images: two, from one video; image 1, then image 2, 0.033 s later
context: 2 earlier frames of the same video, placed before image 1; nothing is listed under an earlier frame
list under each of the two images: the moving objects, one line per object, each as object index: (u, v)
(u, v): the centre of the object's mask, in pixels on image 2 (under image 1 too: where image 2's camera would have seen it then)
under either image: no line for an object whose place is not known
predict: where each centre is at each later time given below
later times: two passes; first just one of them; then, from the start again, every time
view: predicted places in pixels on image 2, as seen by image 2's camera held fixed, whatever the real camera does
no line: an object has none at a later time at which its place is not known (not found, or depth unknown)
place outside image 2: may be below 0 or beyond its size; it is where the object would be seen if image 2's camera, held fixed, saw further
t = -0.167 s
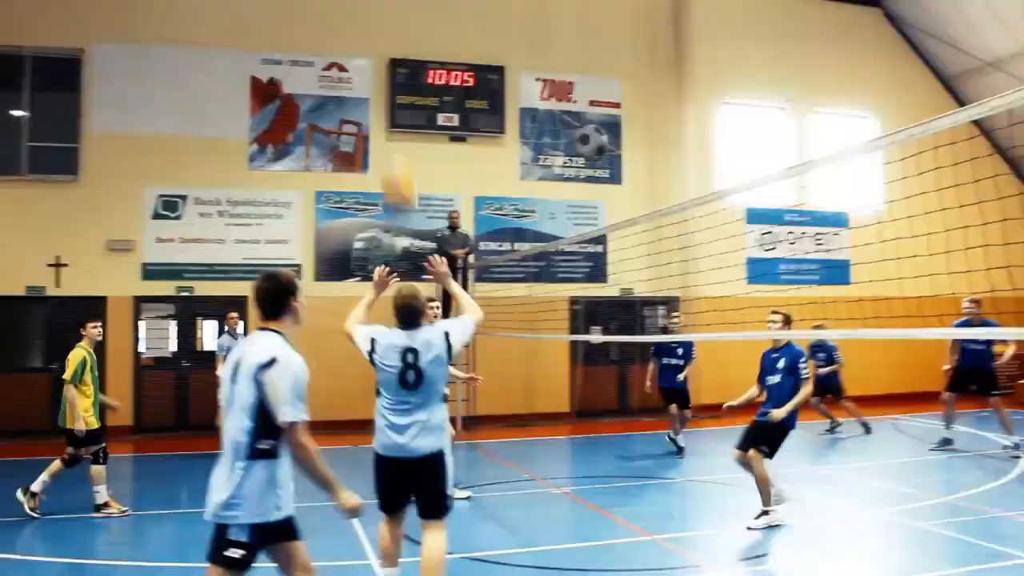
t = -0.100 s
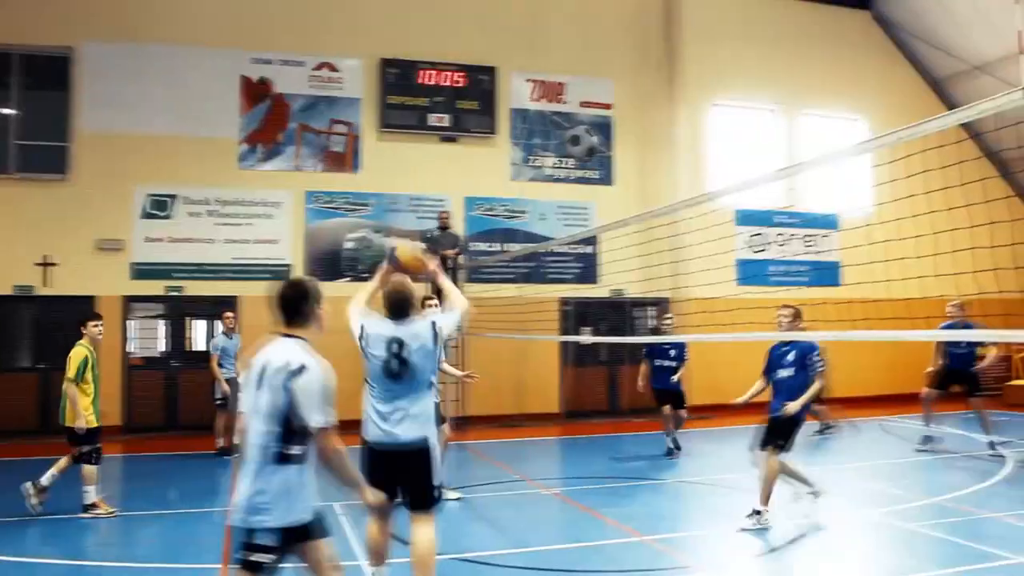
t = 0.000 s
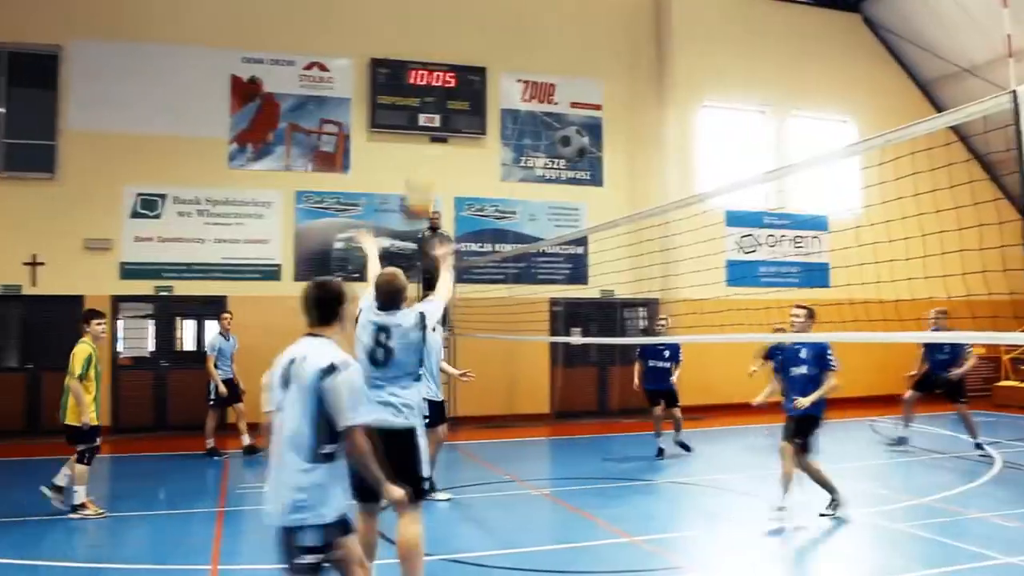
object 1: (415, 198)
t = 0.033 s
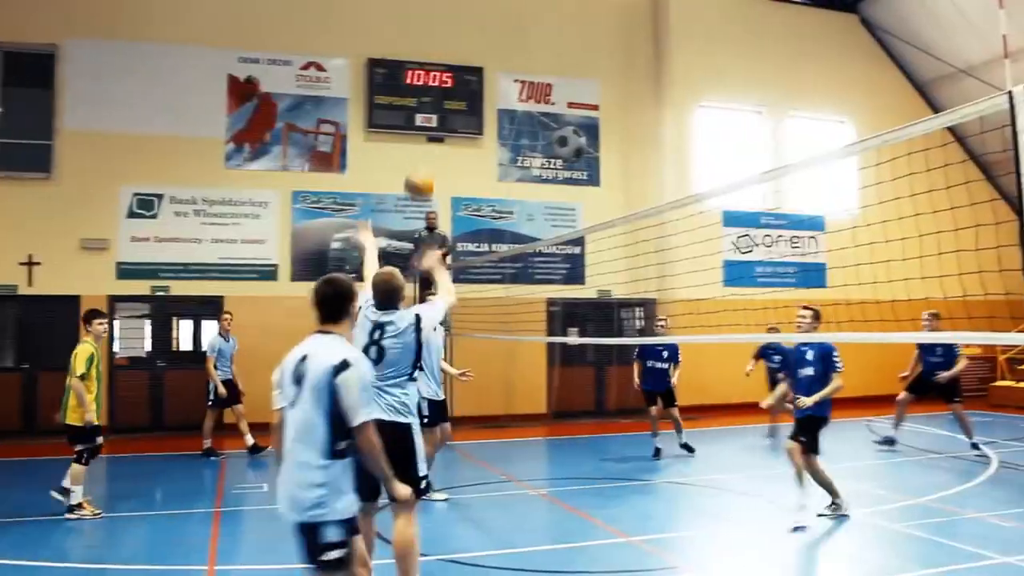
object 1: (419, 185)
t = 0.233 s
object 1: (449, 129)
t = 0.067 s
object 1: (426, 166)
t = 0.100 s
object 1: (432, 154)
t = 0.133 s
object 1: (436, 143)
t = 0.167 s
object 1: (440, 139)
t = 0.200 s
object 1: (444, 134)
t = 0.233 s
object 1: (449, 129)
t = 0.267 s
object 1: (452, 126)
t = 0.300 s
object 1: (456, 124)
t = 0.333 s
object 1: (459, 124)
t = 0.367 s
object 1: (461, 124)
